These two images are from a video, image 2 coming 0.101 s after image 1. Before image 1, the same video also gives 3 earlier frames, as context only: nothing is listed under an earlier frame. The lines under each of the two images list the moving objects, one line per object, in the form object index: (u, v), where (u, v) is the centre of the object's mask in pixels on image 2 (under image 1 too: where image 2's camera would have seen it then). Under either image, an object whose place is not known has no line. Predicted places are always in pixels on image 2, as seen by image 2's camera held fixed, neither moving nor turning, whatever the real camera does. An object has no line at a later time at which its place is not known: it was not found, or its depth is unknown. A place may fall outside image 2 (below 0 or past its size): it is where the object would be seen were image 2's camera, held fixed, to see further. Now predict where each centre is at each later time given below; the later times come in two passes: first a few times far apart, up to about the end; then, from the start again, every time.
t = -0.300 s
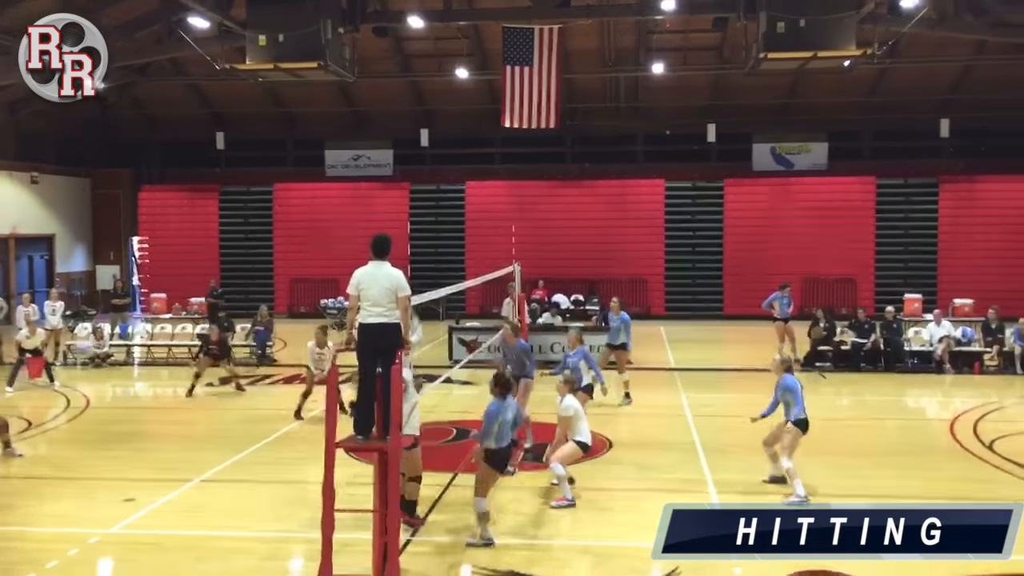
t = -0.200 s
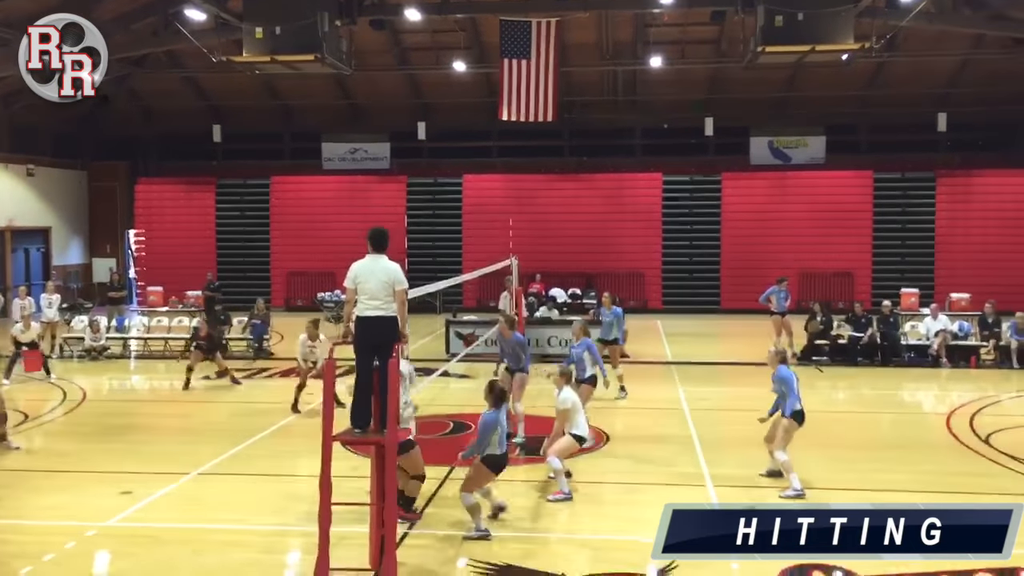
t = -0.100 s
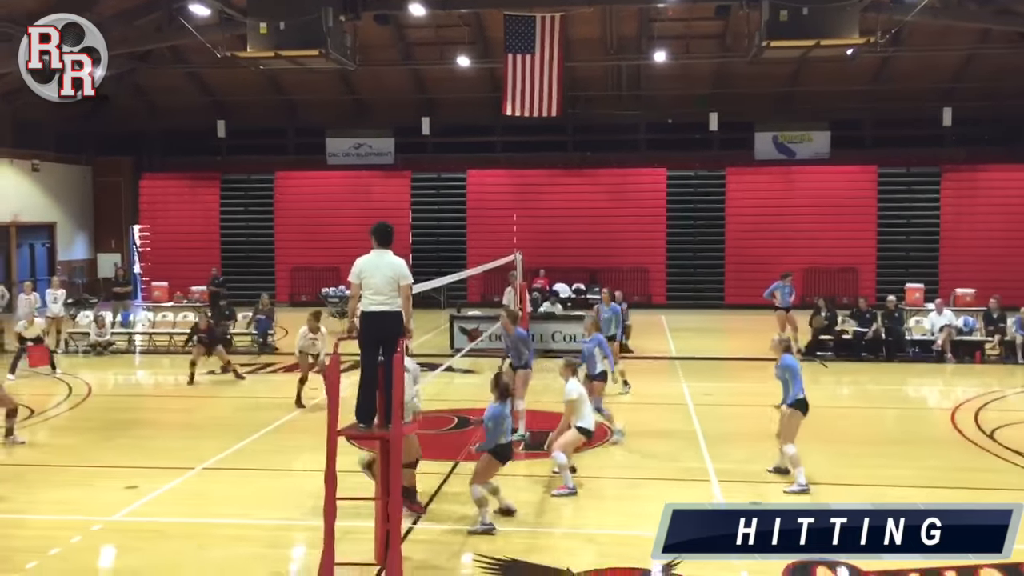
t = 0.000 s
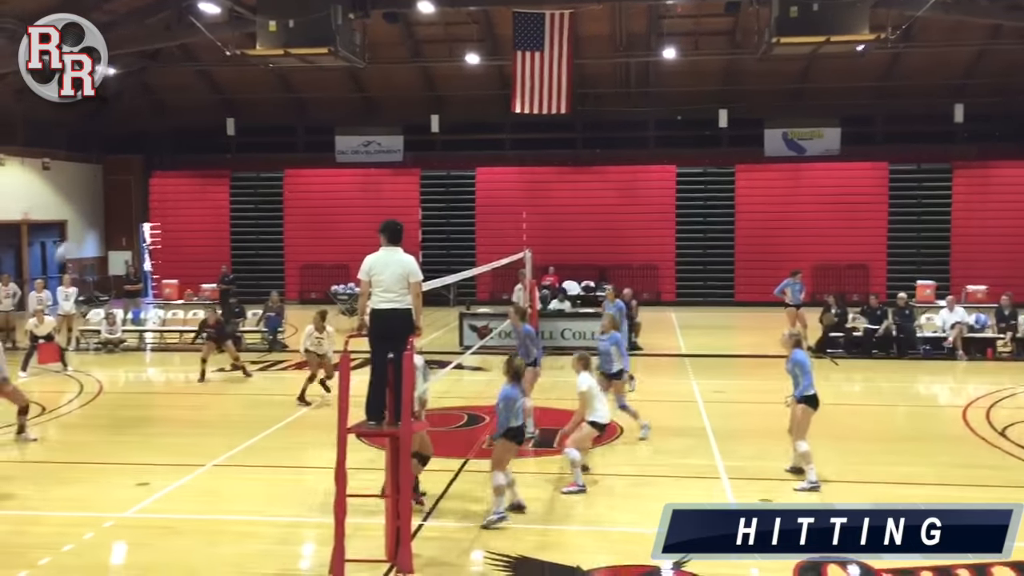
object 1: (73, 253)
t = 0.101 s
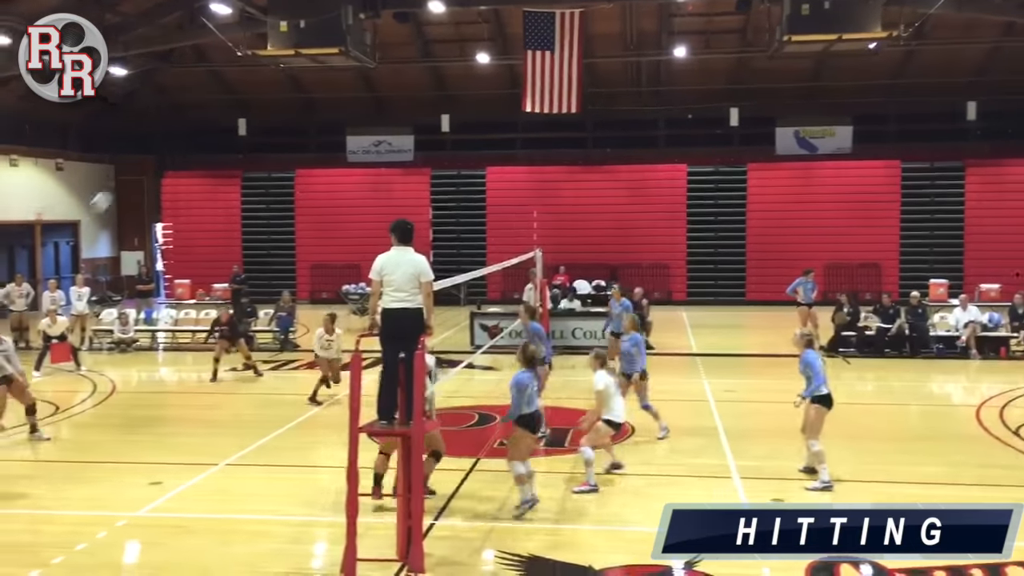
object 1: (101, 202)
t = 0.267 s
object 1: (141, 137)
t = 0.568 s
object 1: (208, 74)
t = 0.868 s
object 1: (269, 77)
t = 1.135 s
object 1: (321, 129)
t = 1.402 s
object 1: (370, 219)
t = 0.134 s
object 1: (109, 187)
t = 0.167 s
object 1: (117, 173)
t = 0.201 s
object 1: (125, 160)
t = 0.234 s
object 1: (133, 148)
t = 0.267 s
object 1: (141, 137)
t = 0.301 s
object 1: (149, 126)
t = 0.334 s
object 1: (157, 117)
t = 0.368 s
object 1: (164, 108)
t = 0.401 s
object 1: (172, 100)
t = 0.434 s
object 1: (179, 93)
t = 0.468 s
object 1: (187, 88)
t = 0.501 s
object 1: (194, 83)
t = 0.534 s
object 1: (201, 78)
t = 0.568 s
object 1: (208, 74)
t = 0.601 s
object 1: (215, 71)
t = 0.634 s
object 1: (223, 70)
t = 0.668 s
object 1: (230, 69)
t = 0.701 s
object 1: (237, 68)
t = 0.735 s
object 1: (243, 68)
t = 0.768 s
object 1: (250, 70)
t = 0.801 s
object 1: (257, 72)
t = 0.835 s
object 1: (264, 74)
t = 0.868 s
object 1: (269, 77)
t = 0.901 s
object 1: (277, 82)
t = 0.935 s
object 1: (283, 86)
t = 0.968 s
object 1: (289, 92)
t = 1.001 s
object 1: (296, 98)
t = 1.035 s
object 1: (302, 105)
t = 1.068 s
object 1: (309, 112)
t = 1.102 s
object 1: (315, 121)
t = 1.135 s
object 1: (321, 129)
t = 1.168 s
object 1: (328, 139)
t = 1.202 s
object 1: (334, 149)
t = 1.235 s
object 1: (340, 159)
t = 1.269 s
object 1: (347, 169)
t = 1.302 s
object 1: (353, 182)
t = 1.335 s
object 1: (359, 194)
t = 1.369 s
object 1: (365, 207)
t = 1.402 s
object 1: (370, 219)
